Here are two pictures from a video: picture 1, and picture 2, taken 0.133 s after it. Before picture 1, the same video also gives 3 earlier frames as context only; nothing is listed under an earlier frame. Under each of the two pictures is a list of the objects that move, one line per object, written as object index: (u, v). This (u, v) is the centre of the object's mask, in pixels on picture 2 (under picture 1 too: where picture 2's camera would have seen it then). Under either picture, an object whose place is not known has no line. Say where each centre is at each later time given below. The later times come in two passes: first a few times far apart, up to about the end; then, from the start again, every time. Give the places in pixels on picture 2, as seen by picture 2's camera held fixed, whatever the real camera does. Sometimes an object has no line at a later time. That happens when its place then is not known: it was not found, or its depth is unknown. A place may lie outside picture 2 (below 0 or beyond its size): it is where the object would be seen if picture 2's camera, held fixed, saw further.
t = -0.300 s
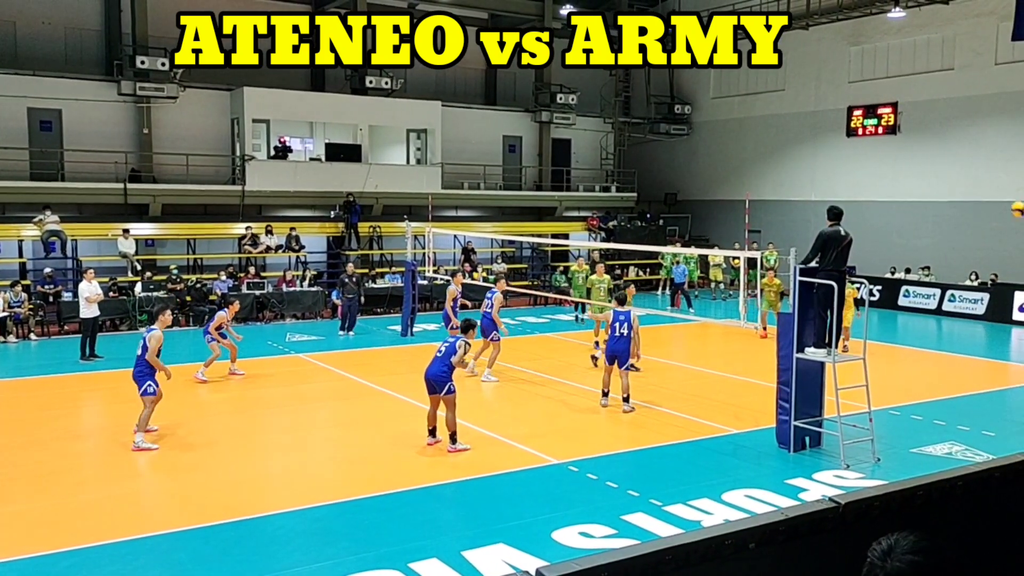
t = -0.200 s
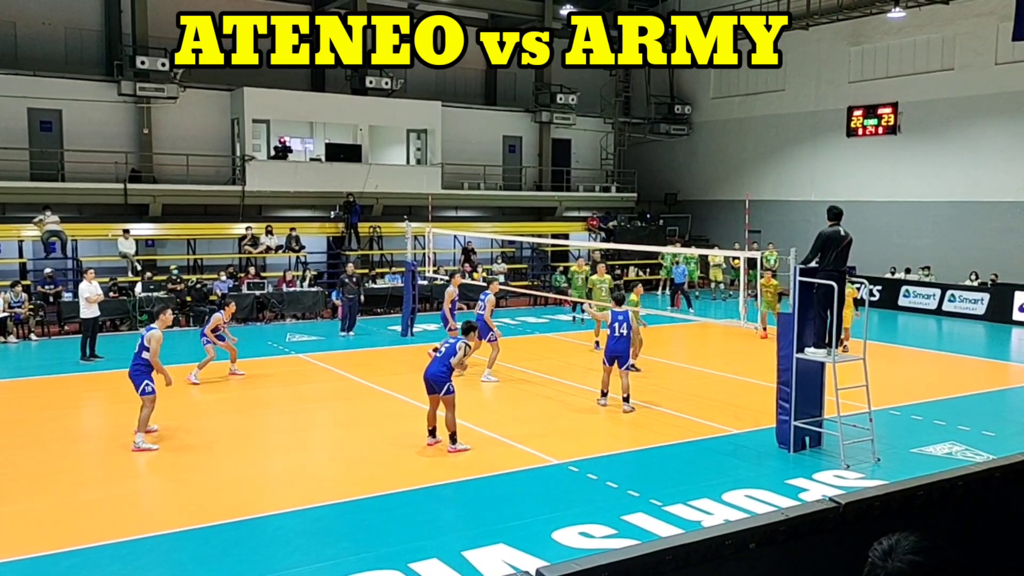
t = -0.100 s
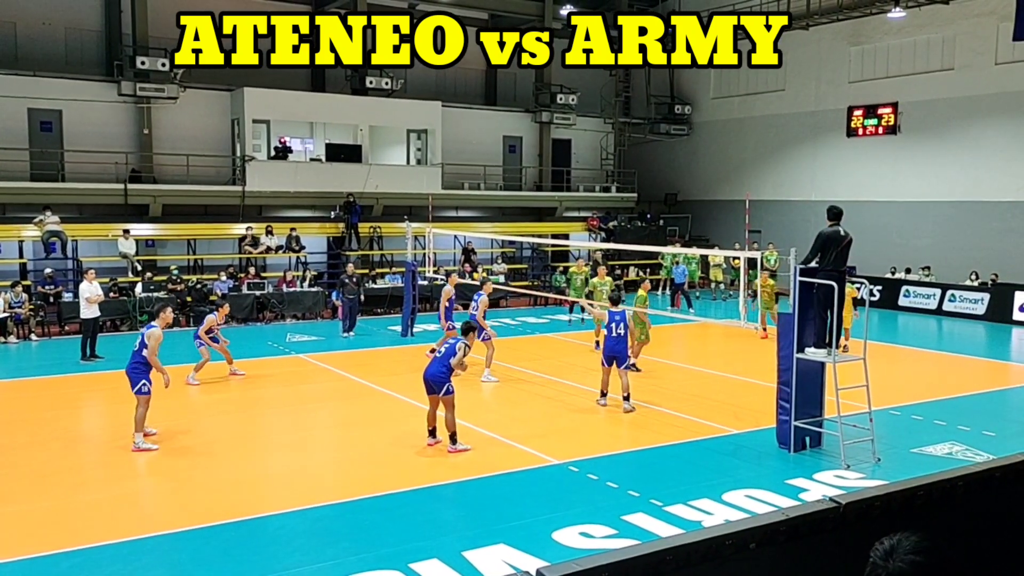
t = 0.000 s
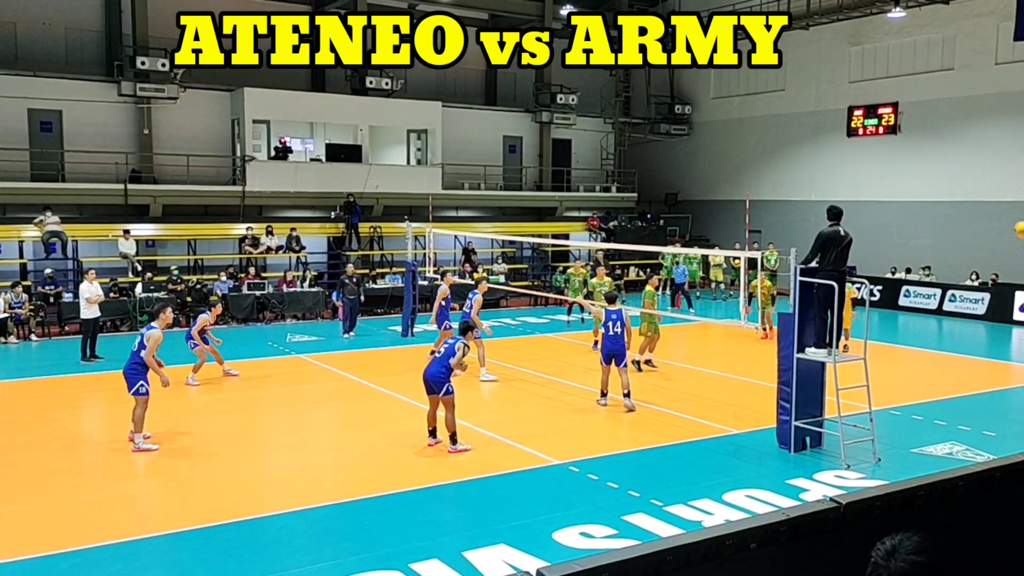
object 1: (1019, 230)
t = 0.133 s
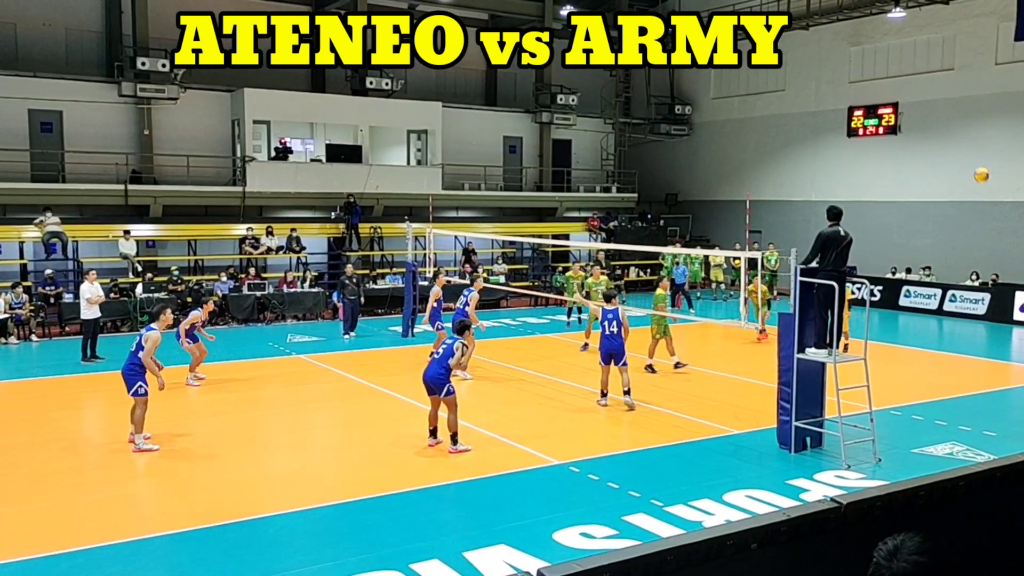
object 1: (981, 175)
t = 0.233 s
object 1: (952, 144)
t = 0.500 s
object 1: (883, 99)
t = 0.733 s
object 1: (831, 98)
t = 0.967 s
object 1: (783, 126)
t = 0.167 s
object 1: (971, 164)
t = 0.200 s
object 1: (962, 154)
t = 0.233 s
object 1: (952, 144)
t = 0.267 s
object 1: (943, 136)
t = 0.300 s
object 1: (934, 128)
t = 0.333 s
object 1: (925, 122)
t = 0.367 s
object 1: (916, 116)
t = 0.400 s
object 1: (908, 110)
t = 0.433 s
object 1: (900, 106)
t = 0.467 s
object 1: (891, 102)
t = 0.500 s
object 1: (883, 99)
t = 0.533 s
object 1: (875, 97)
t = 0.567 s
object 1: (868, 95)
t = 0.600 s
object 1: (860, 94)
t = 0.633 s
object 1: (852, 94)
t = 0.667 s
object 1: (845, 95)
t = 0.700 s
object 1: (838, 96)
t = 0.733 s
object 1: (831, 98)
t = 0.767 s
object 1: (823, 100)
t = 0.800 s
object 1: (816, 103)
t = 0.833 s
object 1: (810, 107)
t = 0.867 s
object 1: (803, 111)
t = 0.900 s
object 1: (796, 115)
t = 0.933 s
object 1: (790, 120)
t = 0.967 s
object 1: (783, 126)
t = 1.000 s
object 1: (777, 132)
